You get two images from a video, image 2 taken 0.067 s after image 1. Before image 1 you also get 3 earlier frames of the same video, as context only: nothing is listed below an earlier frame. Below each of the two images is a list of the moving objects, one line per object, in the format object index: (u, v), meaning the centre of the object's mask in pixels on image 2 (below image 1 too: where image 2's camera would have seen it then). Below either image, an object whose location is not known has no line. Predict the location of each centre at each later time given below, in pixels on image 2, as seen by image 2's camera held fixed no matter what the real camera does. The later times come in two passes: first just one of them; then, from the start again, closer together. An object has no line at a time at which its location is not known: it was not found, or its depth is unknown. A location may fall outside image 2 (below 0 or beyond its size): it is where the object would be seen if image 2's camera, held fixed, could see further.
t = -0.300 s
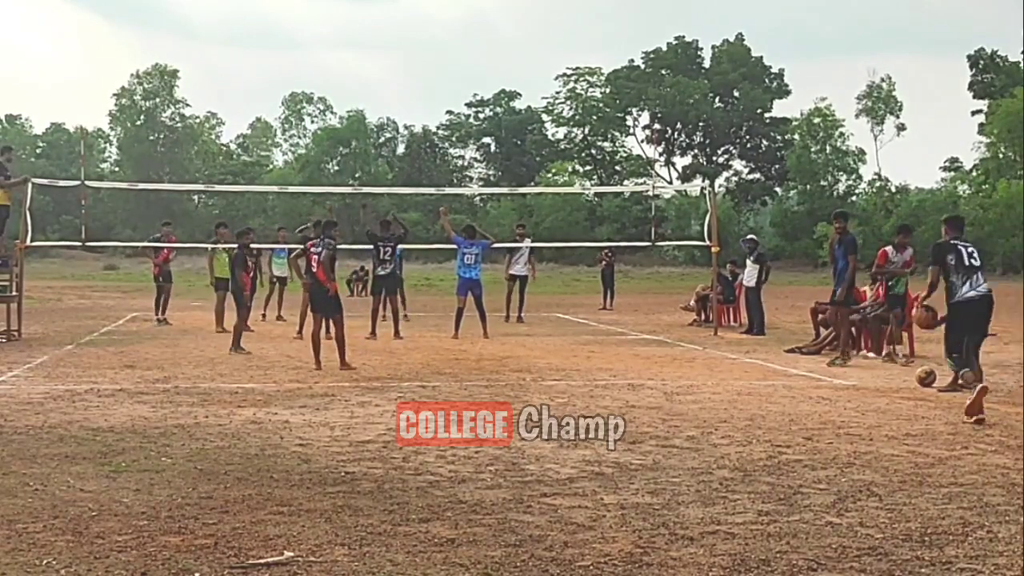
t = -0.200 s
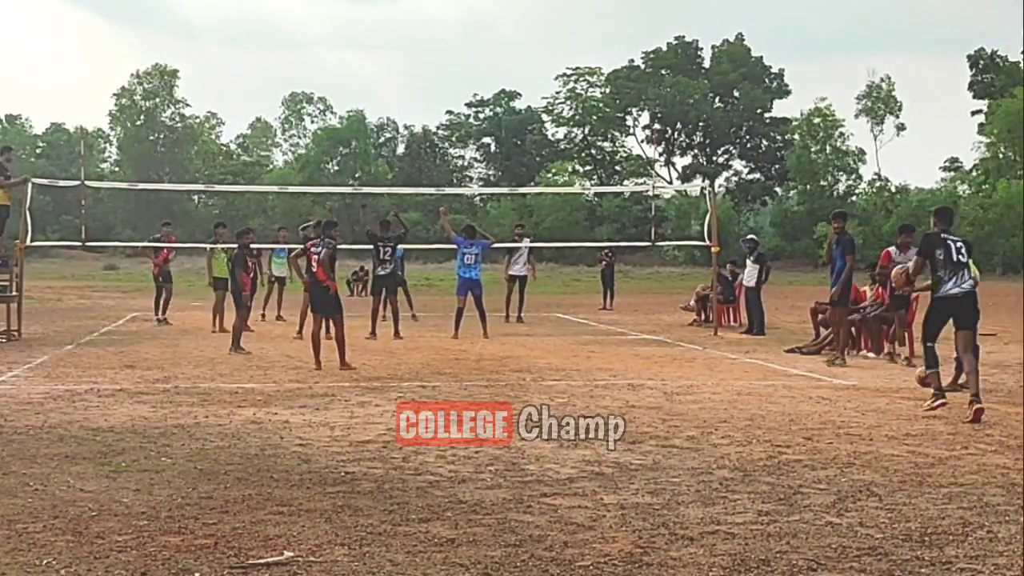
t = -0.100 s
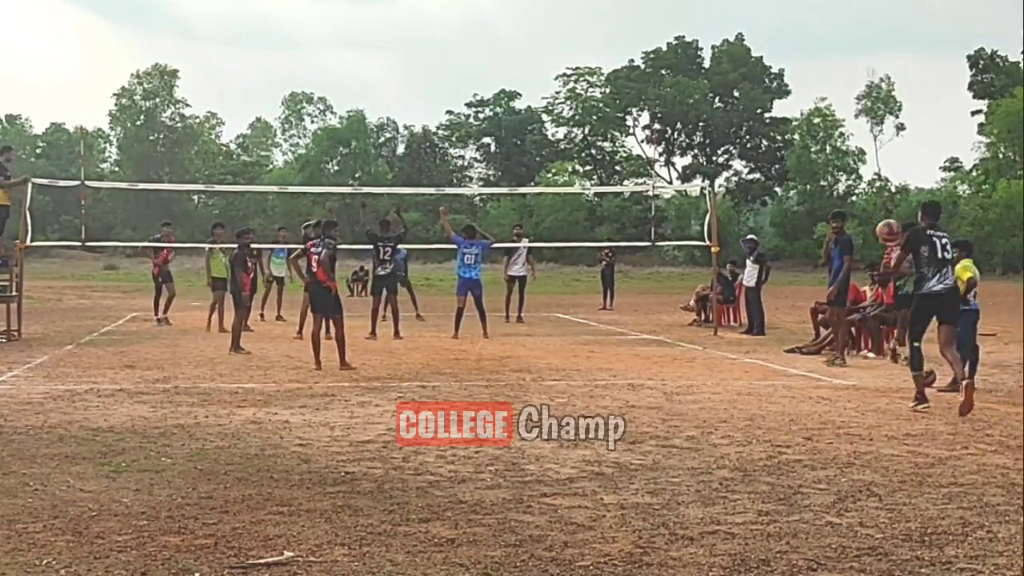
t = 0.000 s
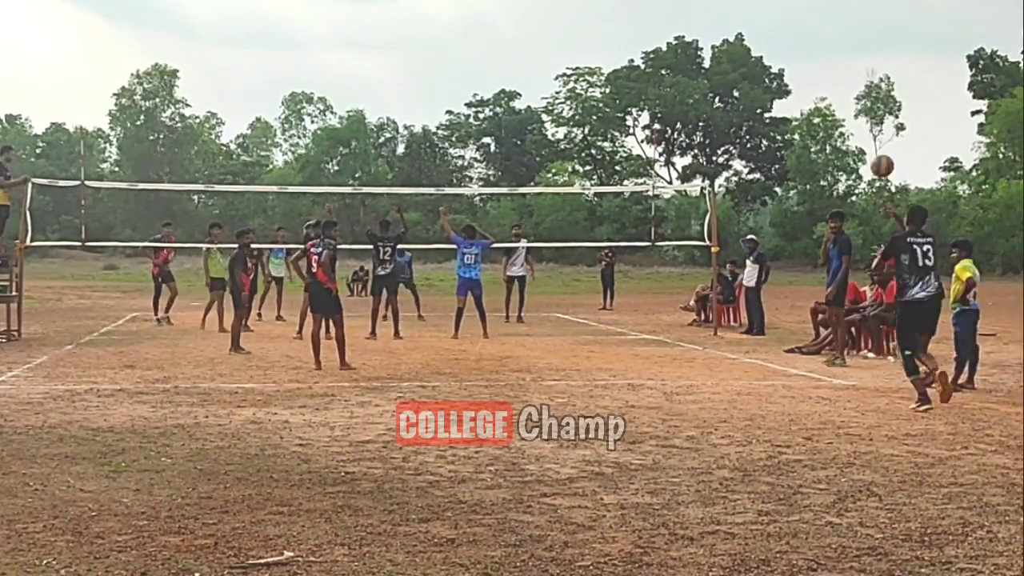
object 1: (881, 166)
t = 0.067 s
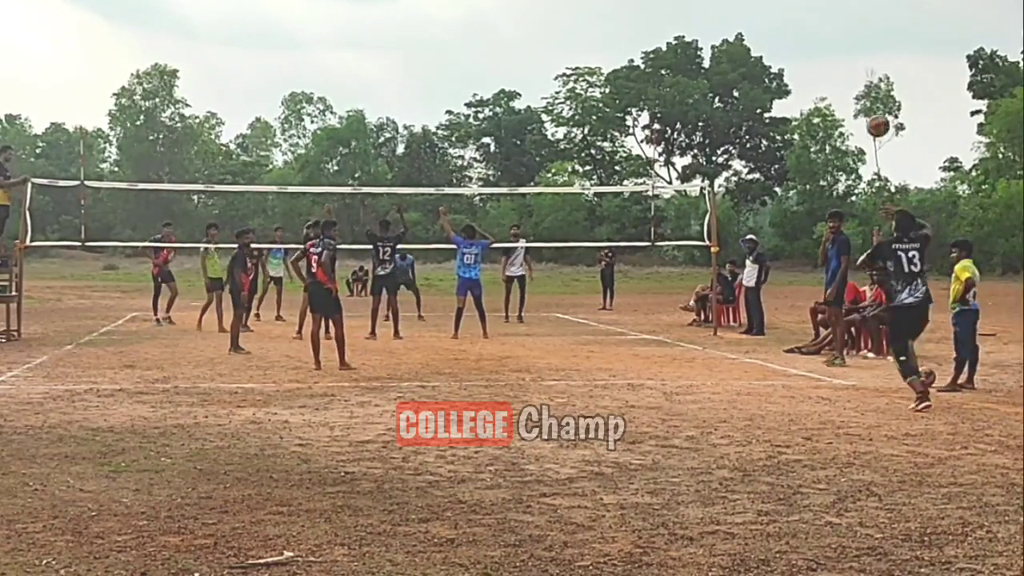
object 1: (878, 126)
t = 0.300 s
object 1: (864, 31)
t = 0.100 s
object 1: (875, 109)
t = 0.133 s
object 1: (874, 92)
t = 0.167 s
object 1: (872, 78)
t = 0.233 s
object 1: (868, 52)
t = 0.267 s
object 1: (866, 40)
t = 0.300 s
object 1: (864, 31)
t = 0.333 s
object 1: (862, 22)
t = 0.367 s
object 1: (859, 15)
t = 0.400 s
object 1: (857, 10)
